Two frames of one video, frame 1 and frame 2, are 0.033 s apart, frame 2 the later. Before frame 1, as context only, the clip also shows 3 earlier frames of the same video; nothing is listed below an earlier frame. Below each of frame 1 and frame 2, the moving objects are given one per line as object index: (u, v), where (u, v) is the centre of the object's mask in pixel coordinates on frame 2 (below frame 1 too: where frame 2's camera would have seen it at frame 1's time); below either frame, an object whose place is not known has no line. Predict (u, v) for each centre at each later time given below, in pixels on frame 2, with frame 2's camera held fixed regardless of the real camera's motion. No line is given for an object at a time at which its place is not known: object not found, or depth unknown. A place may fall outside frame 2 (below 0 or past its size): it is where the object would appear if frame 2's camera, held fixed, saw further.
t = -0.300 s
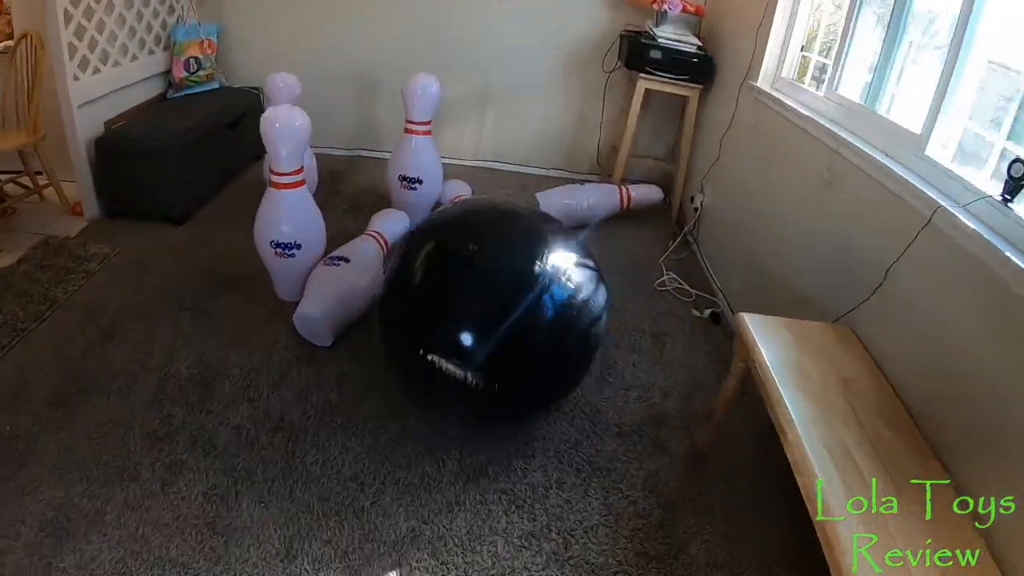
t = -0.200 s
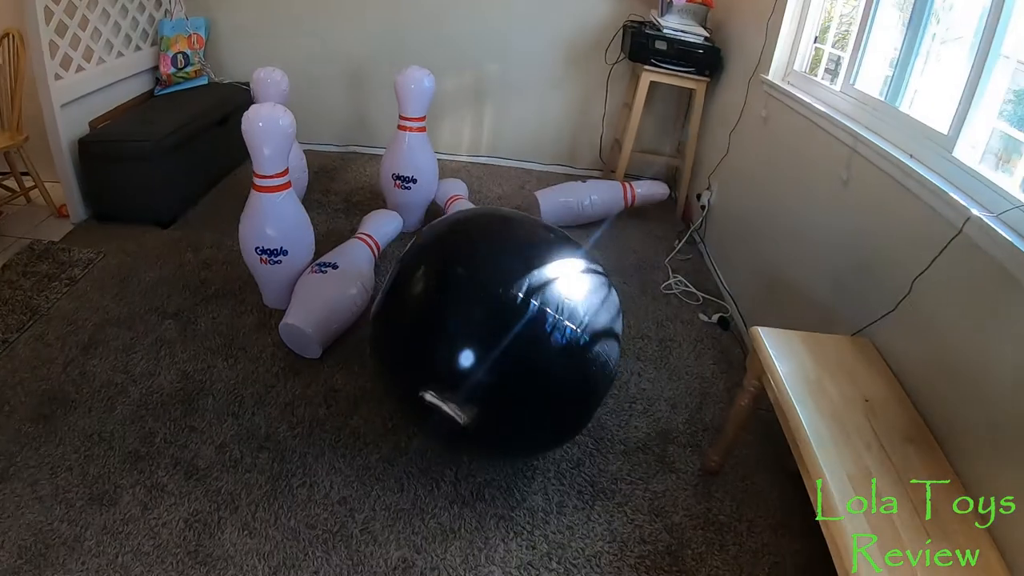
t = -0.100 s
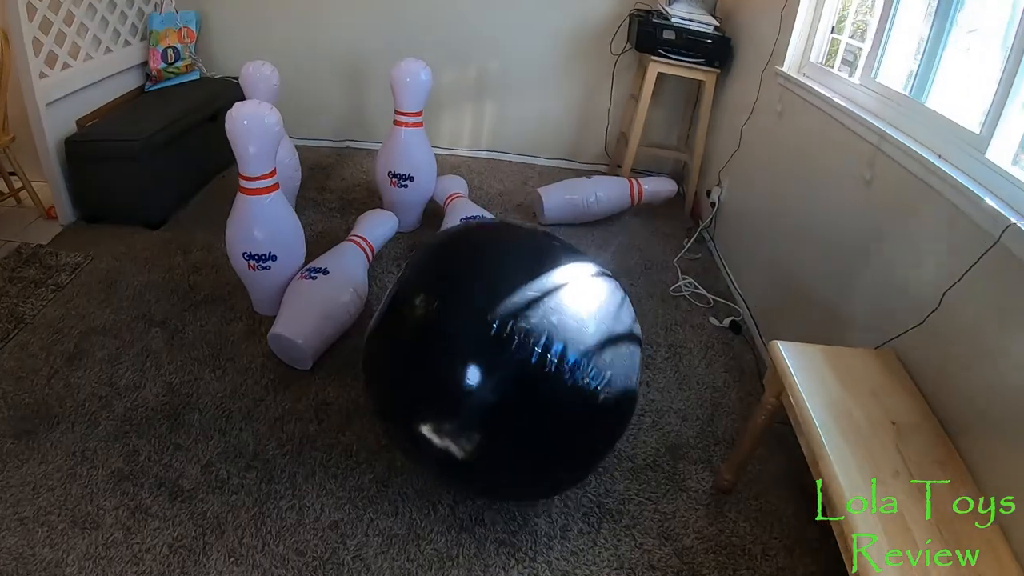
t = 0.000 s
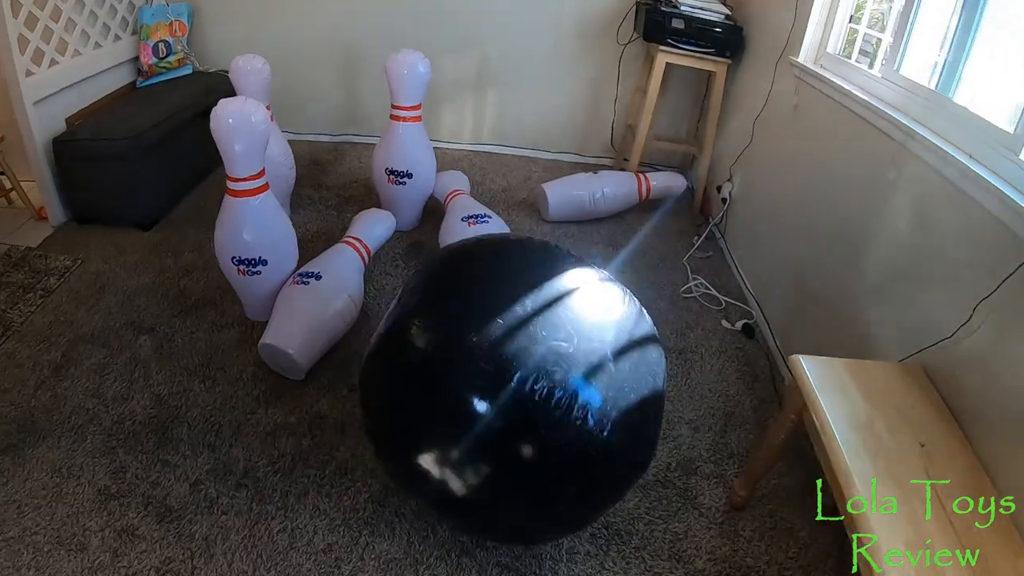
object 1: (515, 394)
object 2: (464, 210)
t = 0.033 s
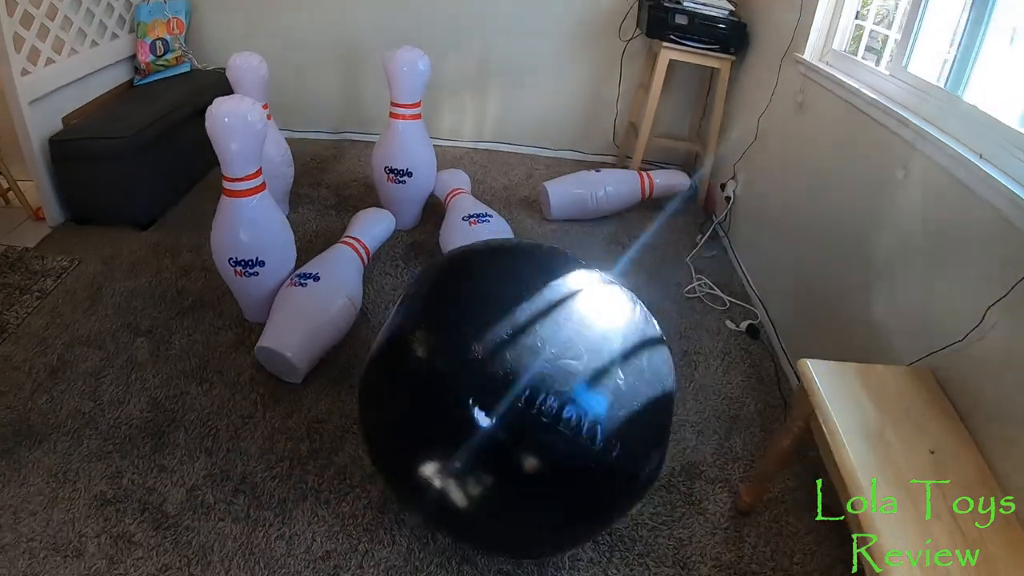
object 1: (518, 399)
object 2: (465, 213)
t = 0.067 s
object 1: (520, 403)
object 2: (467, 216)
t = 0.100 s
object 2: (468, 218)
